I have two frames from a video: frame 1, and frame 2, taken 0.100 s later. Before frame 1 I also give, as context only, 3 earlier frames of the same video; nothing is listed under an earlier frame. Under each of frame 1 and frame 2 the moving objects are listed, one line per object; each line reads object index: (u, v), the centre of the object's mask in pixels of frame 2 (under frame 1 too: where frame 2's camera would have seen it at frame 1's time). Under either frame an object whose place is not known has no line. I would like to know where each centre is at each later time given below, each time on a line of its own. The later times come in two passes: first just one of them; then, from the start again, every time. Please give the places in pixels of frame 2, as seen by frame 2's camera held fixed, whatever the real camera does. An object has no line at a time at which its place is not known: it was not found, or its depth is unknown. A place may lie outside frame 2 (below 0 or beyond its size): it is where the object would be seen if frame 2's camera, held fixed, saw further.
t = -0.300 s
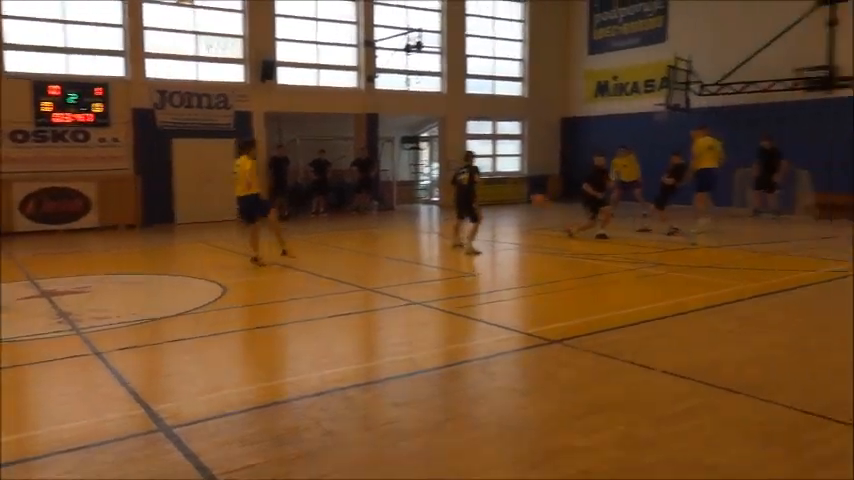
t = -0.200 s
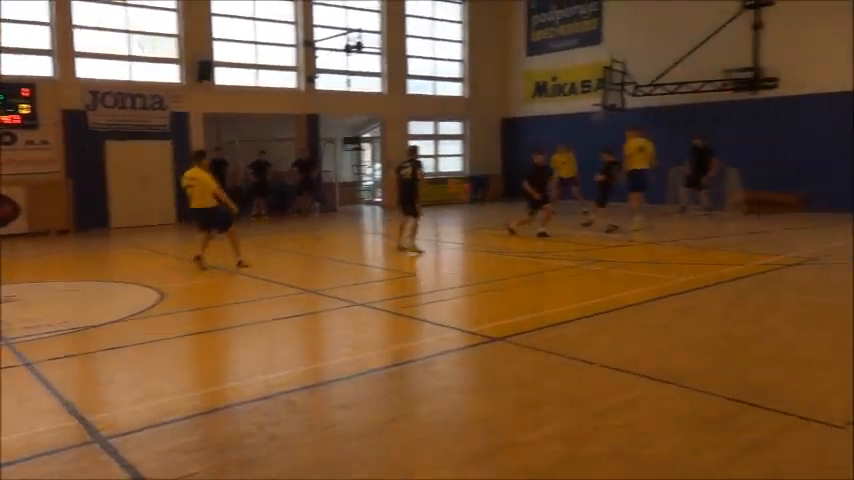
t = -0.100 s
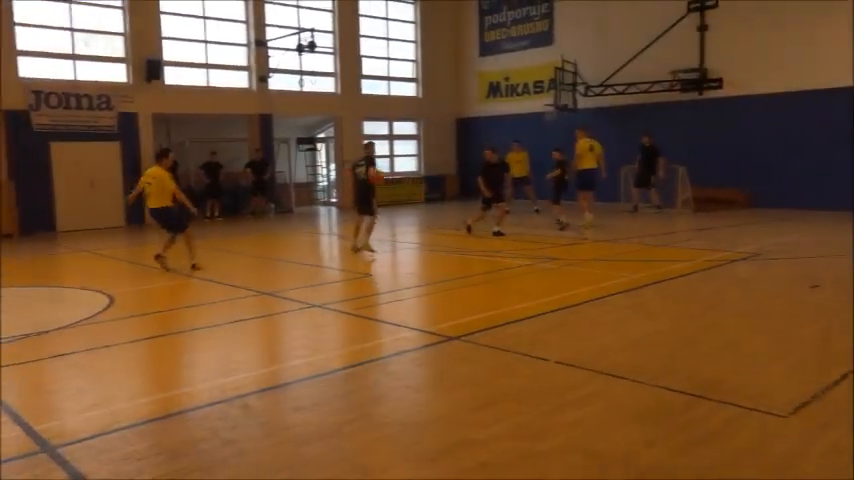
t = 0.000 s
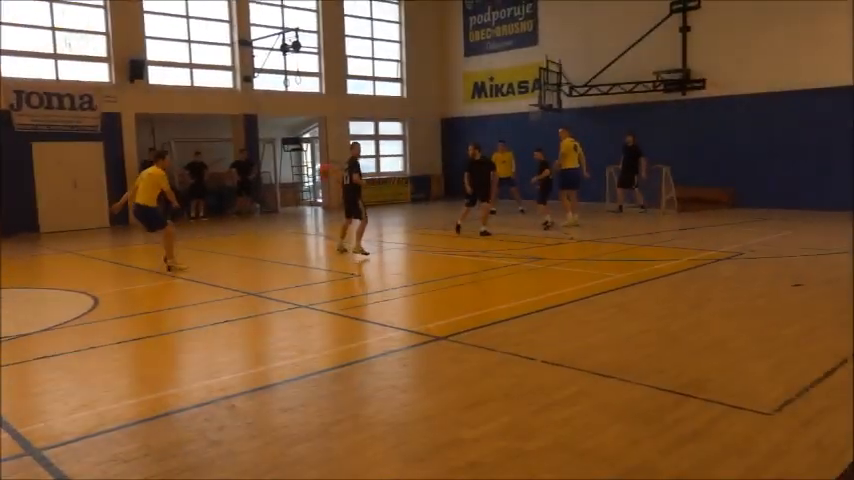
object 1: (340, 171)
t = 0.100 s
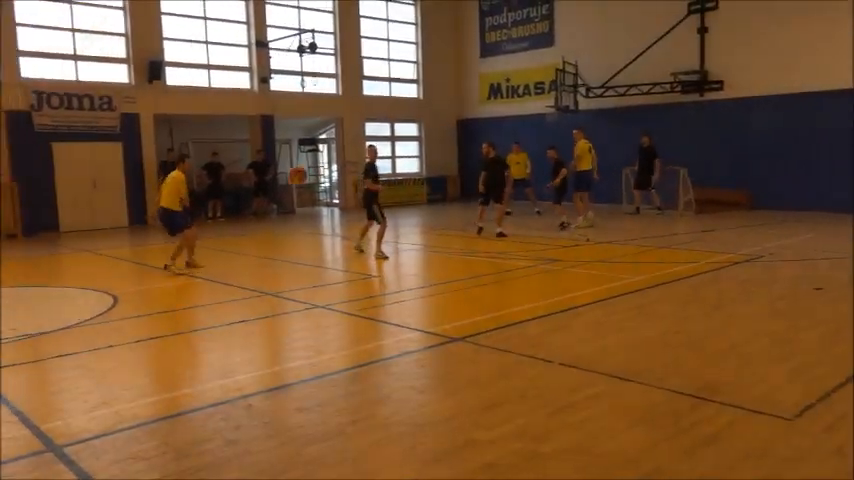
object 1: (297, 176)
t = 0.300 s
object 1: (184, 210)
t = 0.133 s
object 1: (283, 178)
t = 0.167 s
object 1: (264, 181)
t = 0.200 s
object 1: (247, 186)
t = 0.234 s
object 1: (230, 192)
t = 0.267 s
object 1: (206, 202)
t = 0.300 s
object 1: (184, 210)
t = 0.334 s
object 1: (162, 219)
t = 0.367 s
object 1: (132, 236)
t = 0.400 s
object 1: (107, 253)
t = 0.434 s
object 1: (80, 270)
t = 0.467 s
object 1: (39, 297)
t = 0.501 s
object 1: (5, 321)
